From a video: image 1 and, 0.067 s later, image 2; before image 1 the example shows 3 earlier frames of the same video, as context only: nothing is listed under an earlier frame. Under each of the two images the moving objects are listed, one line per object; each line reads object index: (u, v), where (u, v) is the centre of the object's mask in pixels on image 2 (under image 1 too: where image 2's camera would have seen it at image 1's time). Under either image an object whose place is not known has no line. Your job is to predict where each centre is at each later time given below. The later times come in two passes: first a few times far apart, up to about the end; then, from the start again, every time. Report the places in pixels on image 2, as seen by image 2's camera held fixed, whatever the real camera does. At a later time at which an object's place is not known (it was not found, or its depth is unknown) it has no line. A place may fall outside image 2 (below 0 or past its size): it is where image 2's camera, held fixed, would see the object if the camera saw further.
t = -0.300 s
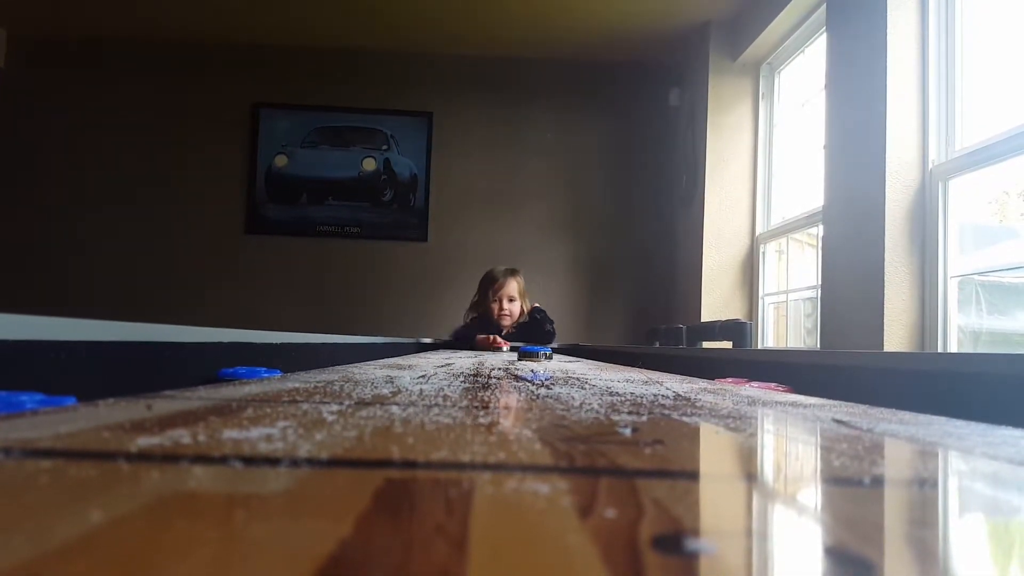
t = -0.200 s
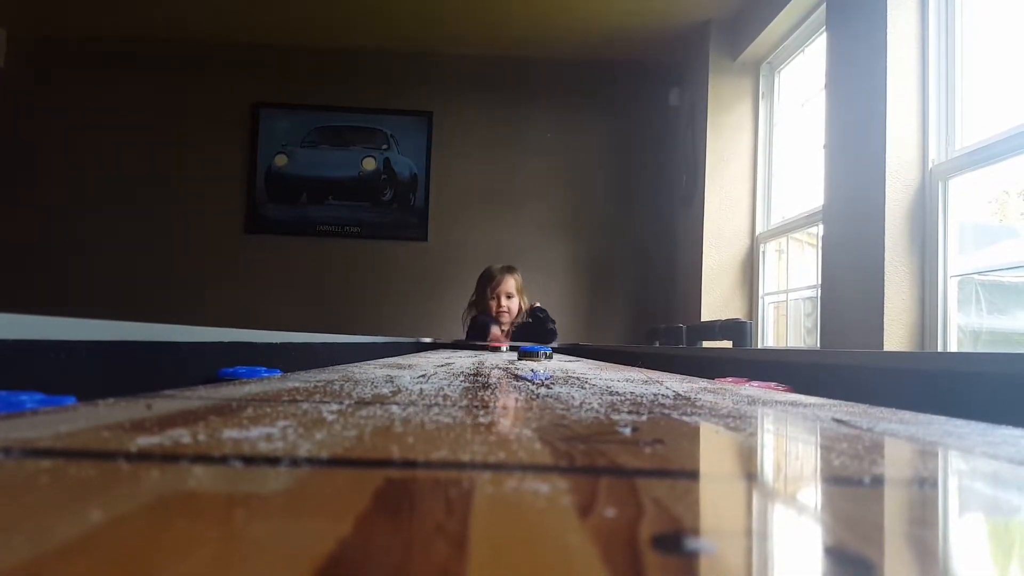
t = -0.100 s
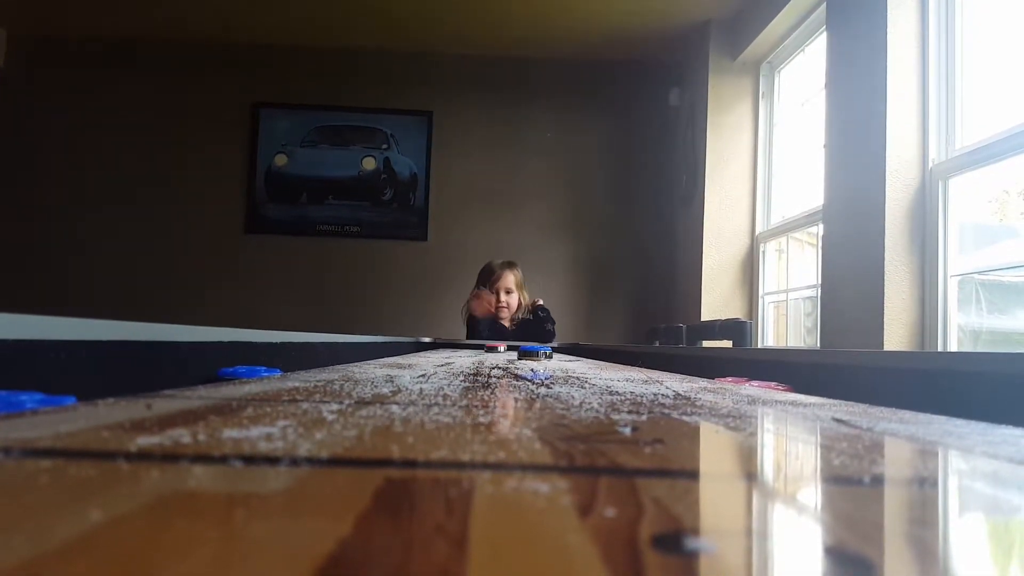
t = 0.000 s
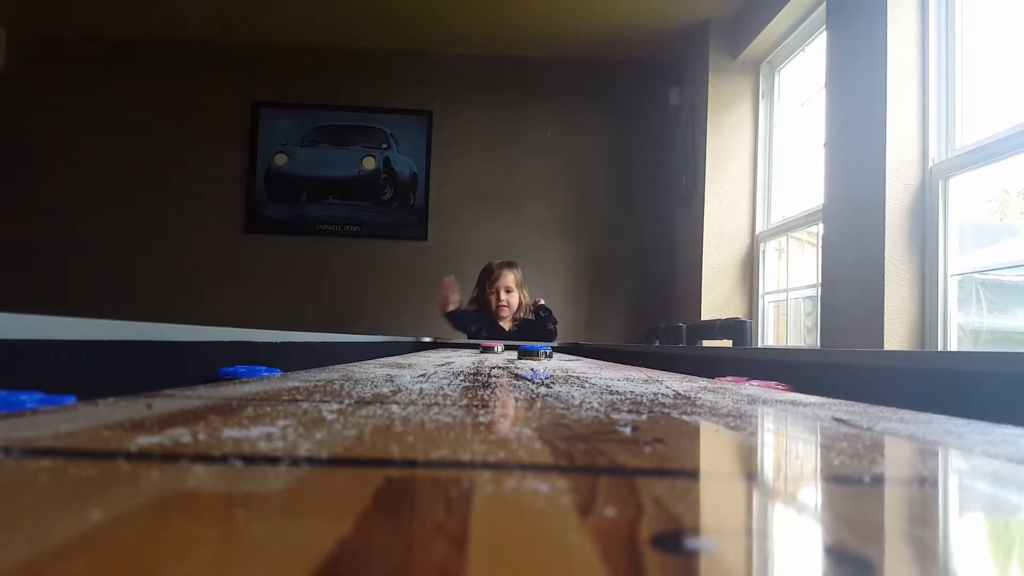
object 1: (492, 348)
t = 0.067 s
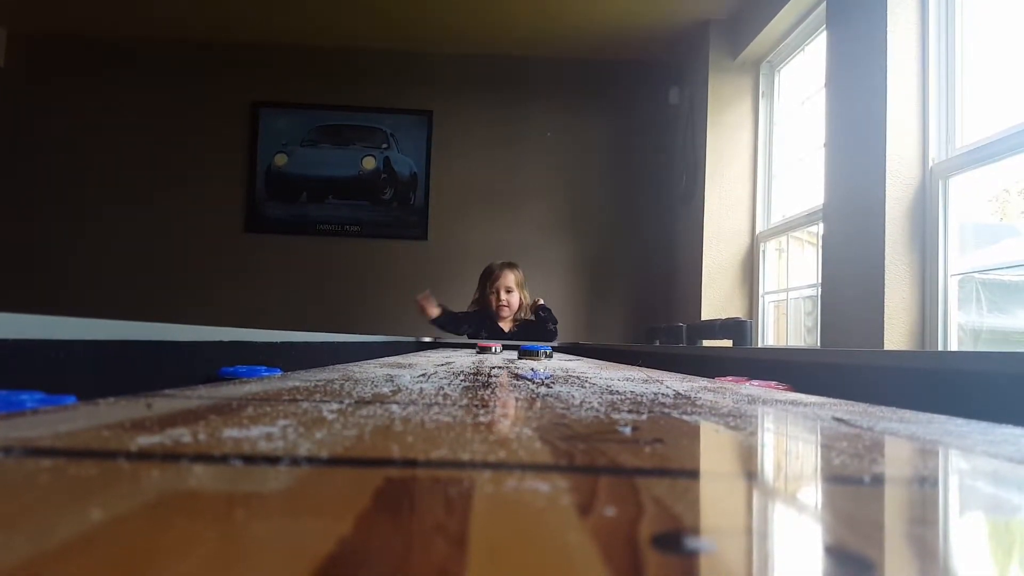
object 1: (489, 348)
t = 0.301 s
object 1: (478, 350)
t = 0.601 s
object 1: (453, 354)
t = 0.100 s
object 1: (487, 349)
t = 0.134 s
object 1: (486, 349)
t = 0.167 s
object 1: (484, 349)
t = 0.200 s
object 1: (483, 350)
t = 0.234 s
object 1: (481, 350)
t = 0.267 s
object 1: (479, 350)
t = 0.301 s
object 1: (478, 350)
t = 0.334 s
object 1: (475, 350)
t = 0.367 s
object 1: (473, 351)
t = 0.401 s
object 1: (470, 351)
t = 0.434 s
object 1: (467, 351)
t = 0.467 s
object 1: (464, 351)
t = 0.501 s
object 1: (461, 352)
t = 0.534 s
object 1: (458, 352)
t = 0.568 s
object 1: (456, 353)
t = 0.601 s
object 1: (453, 354)
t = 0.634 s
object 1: (452, 354)
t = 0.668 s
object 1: (452, 355)
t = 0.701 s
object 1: (453, 357)
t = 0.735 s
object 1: (454, 358)
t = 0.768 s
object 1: (454, 358)
